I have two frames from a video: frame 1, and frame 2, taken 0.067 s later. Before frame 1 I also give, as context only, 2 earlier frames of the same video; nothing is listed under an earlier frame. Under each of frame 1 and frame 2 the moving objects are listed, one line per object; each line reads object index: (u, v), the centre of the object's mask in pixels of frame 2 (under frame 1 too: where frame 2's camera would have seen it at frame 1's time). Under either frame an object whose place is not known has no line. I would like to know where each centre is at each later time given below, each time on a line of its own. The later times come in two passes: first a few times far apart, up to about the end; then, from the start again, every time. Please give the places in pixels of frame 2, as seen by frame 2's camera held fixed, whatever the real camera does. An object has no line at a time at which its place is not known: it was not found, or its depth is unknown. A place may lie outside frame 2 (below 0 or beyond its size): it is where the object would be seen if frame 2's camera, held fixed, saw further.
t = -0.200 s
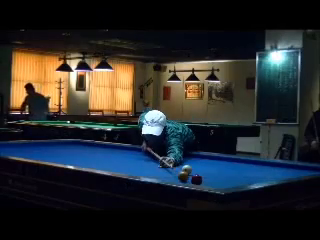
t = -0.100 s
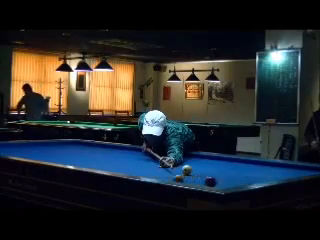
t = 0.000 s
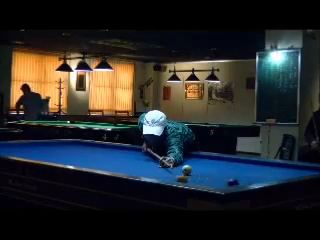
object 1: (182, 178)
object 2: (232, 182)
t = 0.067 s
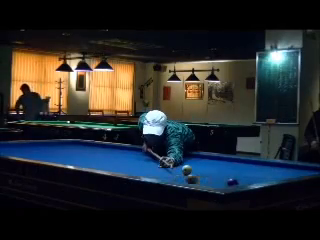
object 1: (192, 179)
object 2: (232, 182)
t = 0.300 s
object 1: (221, 178)
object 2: (207, 179)
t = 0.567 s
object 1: (253, 176)
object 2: (183, 176)
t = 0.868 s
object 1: (282, 173)
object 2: (160, 172)
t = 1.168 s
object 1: (311, 172)
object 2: (138, 169)
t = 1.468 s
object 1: (317, 170)
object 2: (119, 166)
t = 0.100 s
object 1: (197, 179)
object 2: (227, 182)
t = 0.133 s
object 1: (201, 179)
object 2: (224, 182)
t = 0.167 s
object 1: (205, 179)
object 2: (220, 181)
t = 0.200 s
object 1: (209, 178)
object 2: (216, 181)
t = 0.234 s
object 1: (216, 175)
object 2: (213, 180)
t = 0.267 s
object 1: (218, 178)
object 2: (209, 180)
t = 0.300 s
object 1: (221, 178)
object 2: (207, 179)
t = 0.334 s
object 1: (226, 178)
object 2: (204, 179)
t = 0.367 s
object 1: (230, 177)
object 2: (201, 179)
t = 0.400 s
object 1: (234, 177)
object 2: (198, 178)
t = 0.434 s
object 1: (238, 177)
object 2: (195, 178)
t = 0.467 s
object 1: (241, 177)
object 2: (192, 178)
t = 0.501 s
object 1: (246, 177)
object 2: (190, 178)
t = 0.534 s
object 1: (249, 177)
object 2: (187, 177)
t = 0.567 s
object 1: (253, 176)
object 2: (183, 176)
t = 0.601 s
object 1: (256, 176)
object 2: (181, 176)
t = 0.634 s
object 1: (259, 176)
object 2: (178, 175)
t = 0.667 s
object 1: (263, 175)
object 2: (175, 175)
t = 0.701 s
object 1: (266, 175)
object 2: (173, 174)
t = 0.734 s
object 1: (270, 175)
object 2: (170, 174)
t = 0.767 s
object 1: (273, 174)
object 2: (167, 174)
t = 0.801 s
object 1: (276, 174)
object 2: (165, 173)
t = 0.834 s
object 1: (279, 174)
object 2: (162, 173)
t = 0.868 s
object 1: (282, 173)
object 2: (160, 172)
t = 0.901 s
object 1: (286, 174)
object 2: (157, 172)
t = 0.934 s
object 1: (289, 173)
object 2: (155, 172)
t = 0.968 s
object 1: (292, 173)
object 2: (152, 171)
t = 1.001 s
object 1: (296, 173)
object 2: (150, 171)
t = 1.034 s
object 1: (299, 173)
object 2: (148, 171)
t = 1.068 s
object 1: (301, 172)
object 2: (145, 170)
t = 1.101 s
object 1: (305, 172)
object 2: (143, 170)
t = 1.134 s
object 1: (308, 172)
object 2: (141, 169)
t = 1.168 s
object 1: (311, 172)
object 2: (138, 169)
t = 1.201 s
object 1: (311, 171)
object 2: (136, 168)
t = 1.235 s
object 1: (313, 171)
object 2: (134, 168)
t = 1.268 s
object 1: (313, 171)
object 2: (132, 168)
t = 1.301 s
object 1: (315, 171)
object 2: (130, 168)
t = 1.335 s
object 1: (315, 171)
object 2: (127, 168)
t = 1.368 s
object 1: (316, 171)
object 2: (125, 167)
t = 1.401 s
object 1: (316, 171)
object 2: (123, 166)
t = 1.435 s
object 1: (317, 170)
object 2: (121, 166)
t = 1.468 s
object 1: (317, 170)
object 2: (119, 166)
